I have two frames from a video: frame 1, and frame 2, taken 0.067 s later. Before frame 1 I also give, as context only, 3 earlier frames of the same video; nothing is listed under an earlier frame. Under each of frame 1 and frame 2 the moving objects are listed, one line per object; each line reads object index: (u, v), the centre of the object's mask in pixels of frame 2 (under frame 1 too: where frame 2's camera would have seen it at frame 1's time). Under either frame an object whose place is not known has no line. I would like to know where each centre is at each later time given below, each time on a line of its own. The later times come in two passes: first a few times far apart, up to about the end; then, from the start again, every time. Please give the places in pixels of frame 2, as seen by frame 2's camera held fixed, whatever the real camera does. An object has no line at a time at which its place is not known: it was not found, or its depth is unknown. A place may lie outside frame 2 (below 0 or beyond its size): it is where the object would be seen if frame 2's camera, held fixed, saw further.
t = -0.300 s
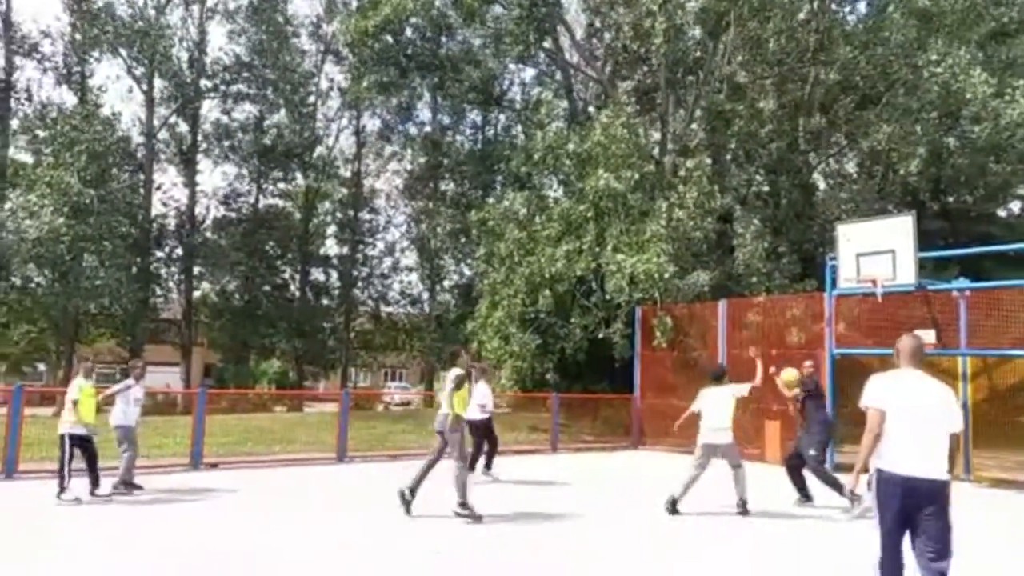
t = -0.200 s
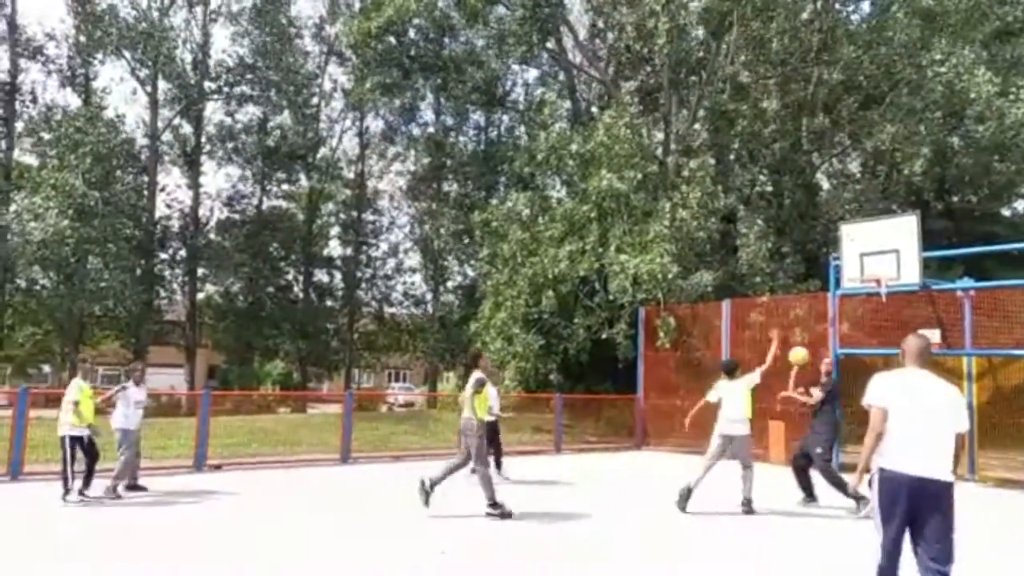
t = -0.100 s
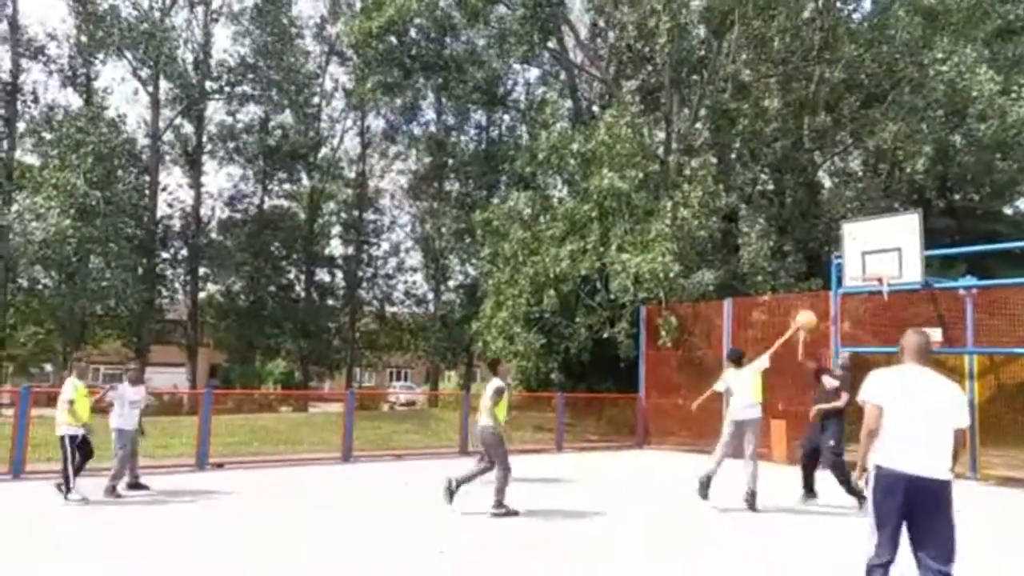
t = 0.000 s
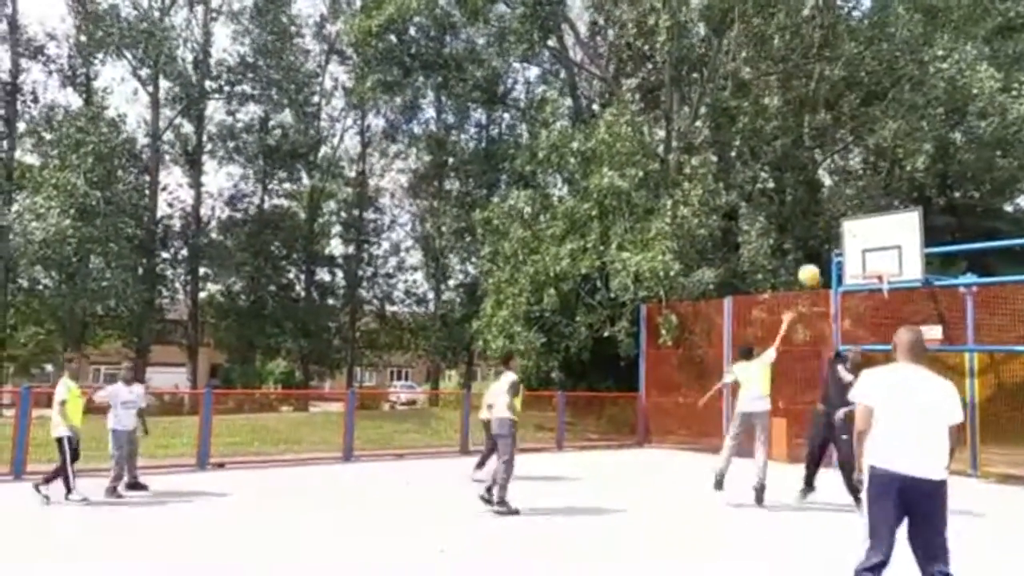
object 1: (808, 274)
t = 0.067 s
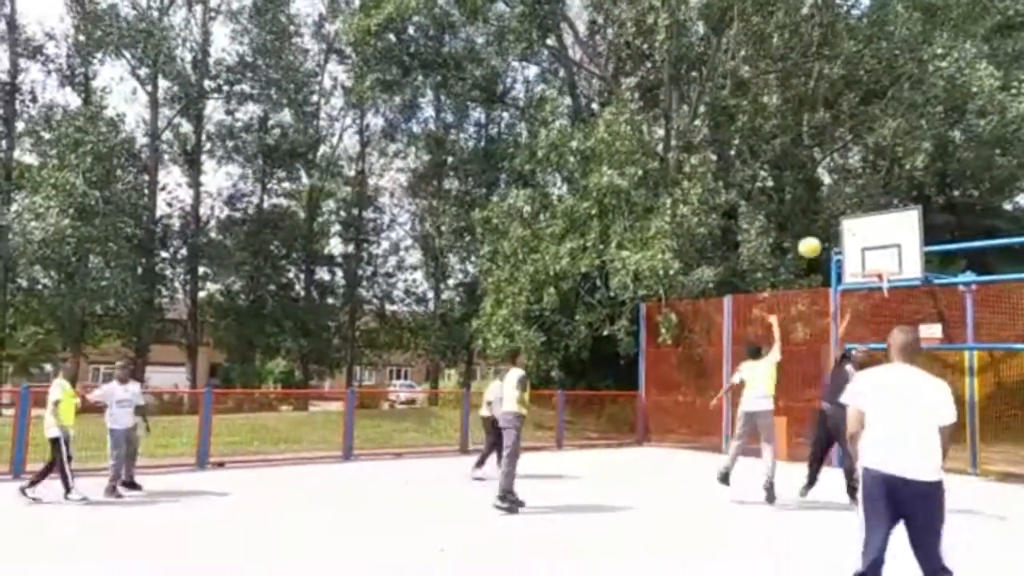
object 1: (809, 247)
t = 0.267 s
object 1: (813, 183)
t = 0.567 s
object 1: (823, 142)
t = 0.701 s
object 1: (829, 152)
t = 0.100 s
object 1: (810, 235)
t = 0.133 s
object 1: (811, 223)
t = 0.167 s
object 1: (811, 212)
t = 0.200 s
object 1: (812, 202)
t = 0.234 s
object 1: (813, 192)
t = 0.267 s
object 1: (813, 183)
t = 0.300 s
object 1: (814, 175)
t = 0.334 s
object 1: (815, 167)
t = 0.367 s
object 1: (816, 161)
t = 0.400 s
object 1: (817, 154)
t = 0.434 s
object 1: (819, 150)
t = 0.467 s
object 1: (820, 147)
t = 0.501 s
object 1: (821, 145)
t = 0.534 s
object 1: (822, 143)
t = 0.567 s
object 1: (823, 142)
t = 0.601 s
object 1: (824, 142)
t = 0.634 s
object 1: (825, 144)
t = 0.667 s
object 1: (827, 147)
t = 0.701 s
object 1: (829, 152)
